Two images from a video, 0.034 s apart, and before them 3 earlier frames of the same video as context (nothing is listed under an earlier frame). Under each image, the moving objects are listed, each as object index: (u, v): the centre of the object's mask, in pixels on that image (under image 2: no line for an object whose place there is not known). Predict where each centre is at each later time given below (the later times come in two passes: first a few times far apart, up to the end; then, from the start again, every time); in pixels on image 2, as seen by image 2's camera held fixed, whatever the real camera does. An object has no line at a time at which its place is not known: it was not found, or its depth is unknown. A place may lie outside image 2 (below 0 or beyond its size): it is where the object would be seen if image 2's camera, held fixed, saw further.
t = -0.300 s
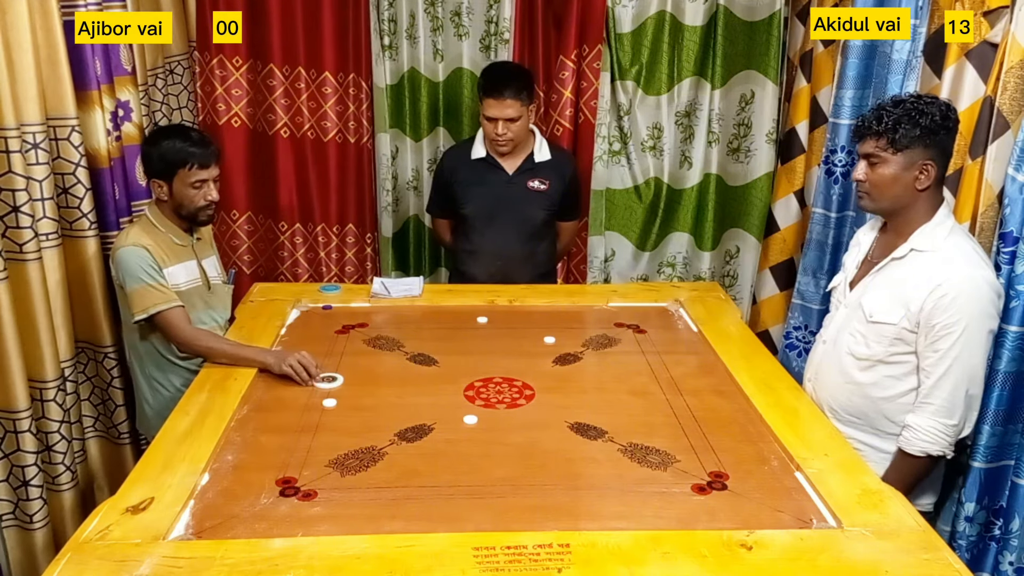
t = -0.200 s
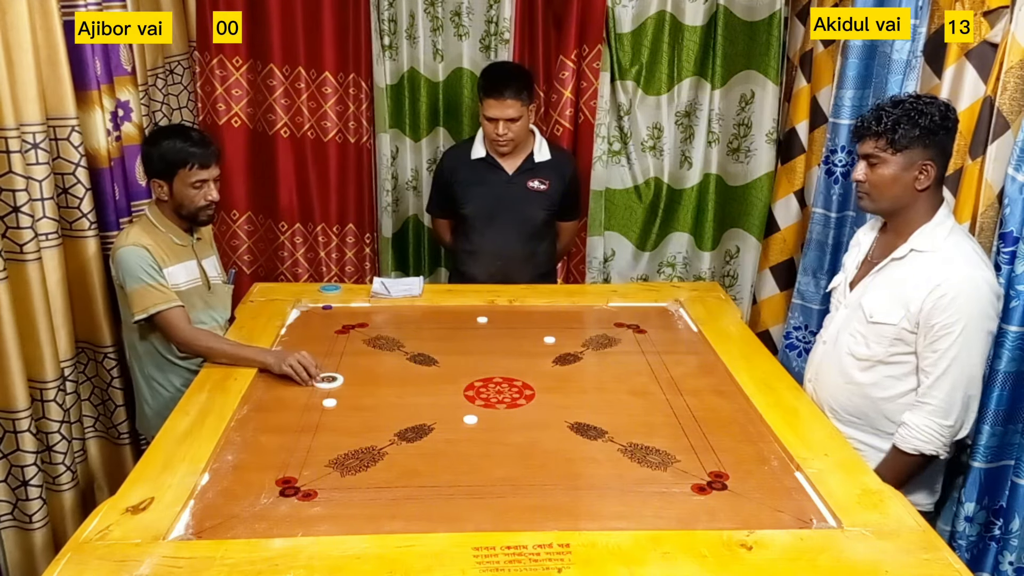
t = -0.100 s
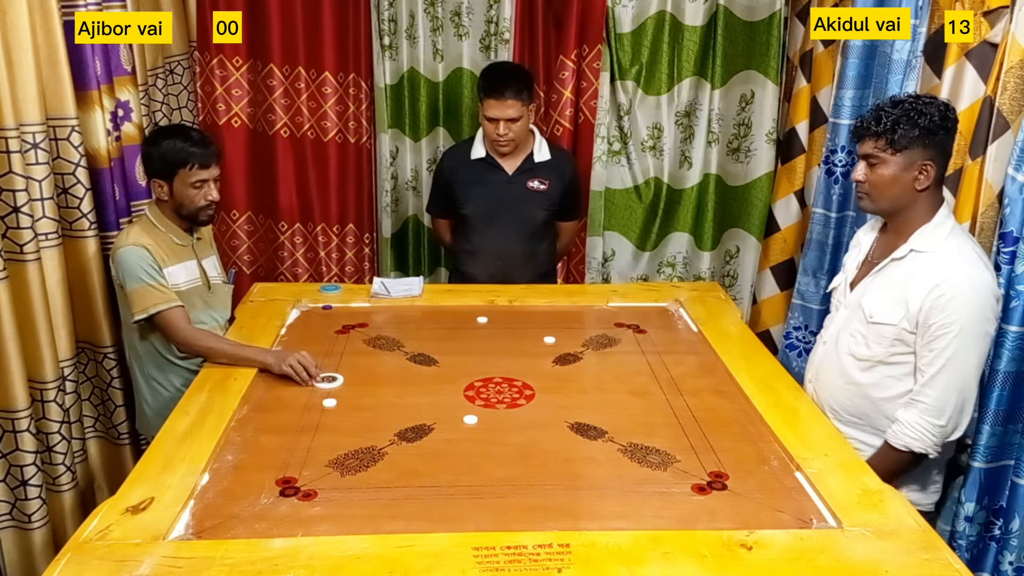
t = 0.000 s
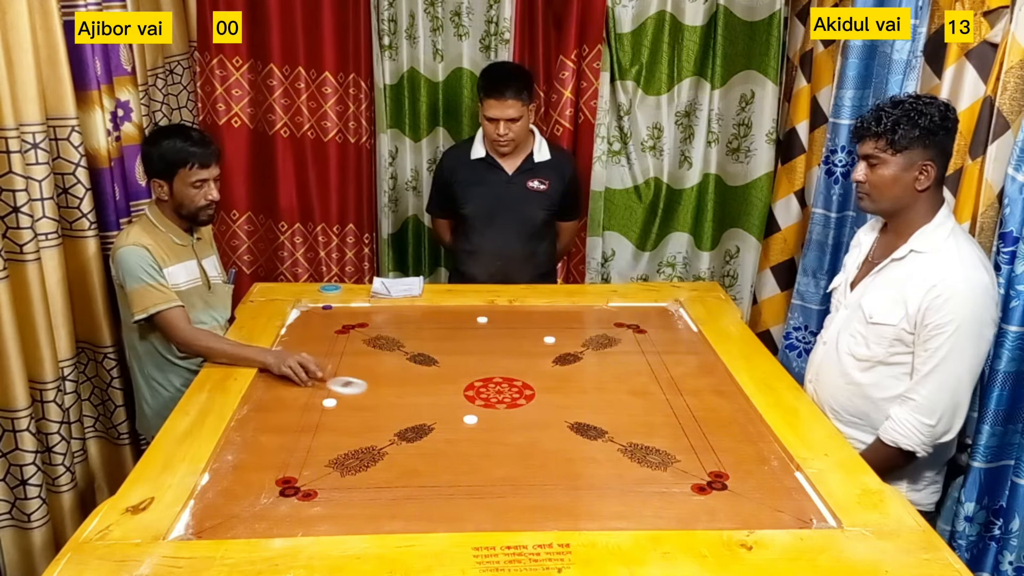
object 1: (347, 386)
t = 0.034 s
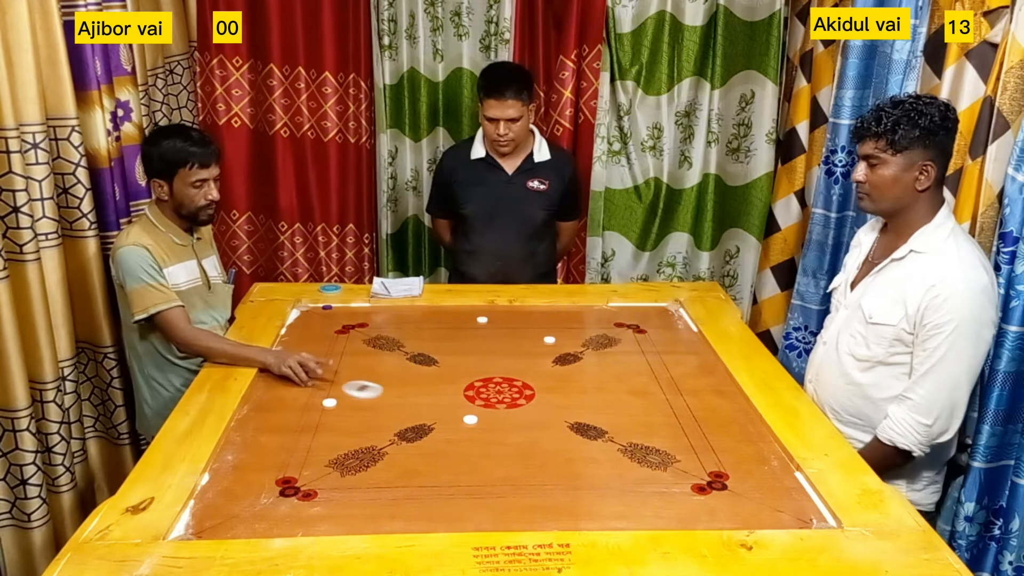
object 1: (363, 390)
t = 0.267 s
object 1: (462, 414)
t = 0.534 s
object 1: (531, 429)
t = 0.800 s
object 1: (559, 434)
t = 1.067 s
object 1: (559, 434)
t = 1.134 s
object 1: (559, 434)
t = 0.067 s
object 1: (378, 393)
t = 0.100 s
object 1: (393, 397)
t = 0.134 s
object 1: (408, 401)
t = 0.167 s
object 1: (423, 405)
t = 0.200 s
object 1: (437, 408)
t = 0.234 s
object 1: (450, 411)
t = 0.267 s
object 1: (462, 414)
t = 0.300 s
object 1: (473, 417)
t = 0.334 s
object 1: (483, 419)
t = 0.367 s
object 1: (492, 421)
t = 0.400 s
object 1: (501, 423)
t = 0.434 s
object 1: (509, 425)
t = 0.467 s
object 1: (517, 426)
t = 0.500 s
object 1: (524, 428)
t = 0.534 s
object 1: (531, 429)
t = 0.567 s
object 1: (536, 430)
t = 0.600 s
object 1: (541, 431)
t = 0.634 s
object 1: (546, 432)
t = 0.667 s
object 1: (550, 433)
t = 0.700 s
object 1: (553, 433)
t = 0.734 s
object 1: (556, 434)
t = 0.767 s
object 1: (558, 434)
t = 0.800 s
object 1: (559, 434)
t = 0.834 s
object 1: (559, 434)
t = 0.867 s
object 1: (559, 434)
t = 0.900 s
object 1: (560, 434)
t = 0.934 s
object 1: (560, 434)
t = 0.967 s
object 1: (559, 434)
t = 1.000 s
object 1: (559, 434)
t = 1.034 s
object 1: (559, 434)
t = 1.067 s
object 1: (559, 434)
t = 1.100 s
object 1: (559, 434)
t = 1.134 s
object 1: (559, 434)
